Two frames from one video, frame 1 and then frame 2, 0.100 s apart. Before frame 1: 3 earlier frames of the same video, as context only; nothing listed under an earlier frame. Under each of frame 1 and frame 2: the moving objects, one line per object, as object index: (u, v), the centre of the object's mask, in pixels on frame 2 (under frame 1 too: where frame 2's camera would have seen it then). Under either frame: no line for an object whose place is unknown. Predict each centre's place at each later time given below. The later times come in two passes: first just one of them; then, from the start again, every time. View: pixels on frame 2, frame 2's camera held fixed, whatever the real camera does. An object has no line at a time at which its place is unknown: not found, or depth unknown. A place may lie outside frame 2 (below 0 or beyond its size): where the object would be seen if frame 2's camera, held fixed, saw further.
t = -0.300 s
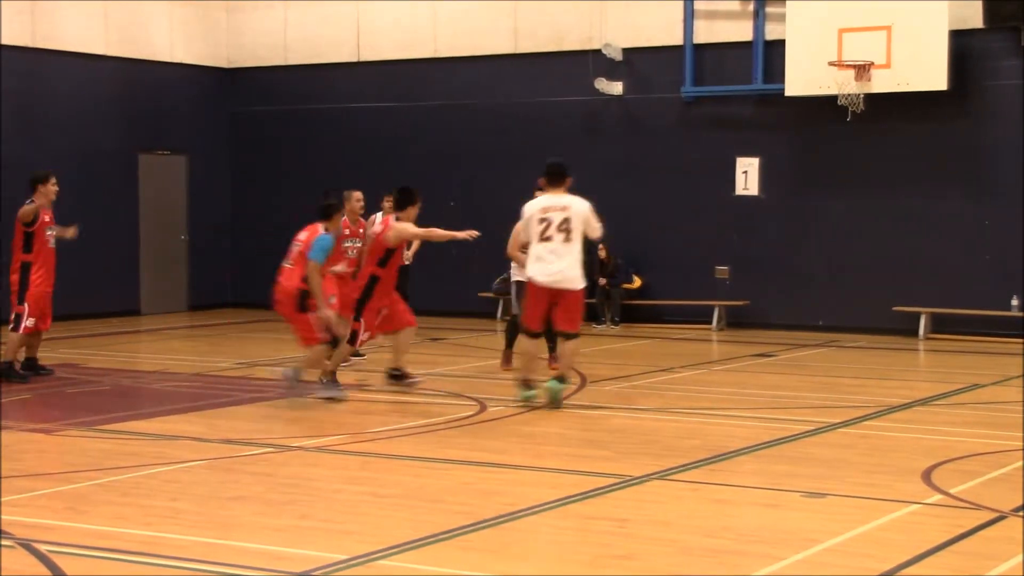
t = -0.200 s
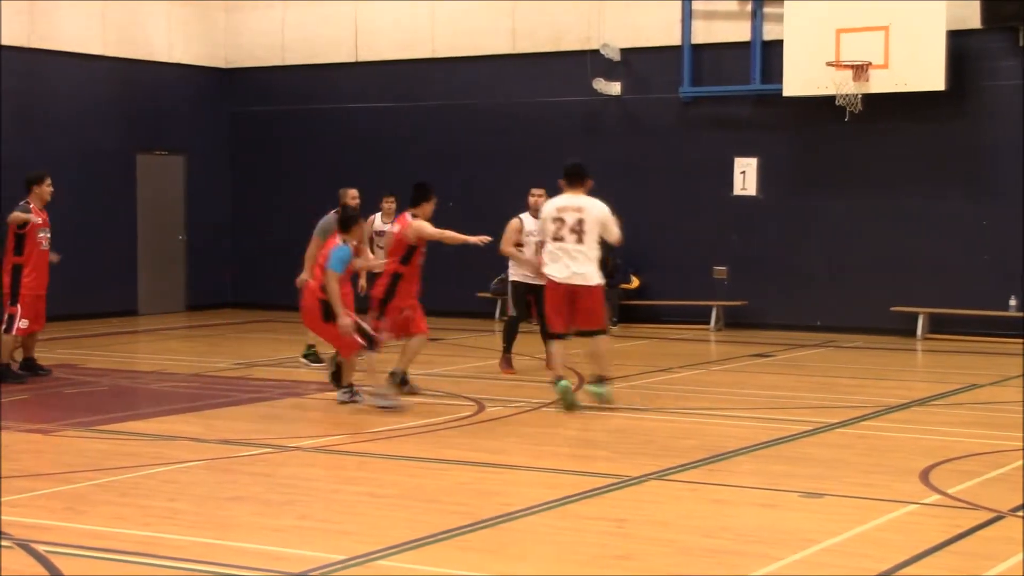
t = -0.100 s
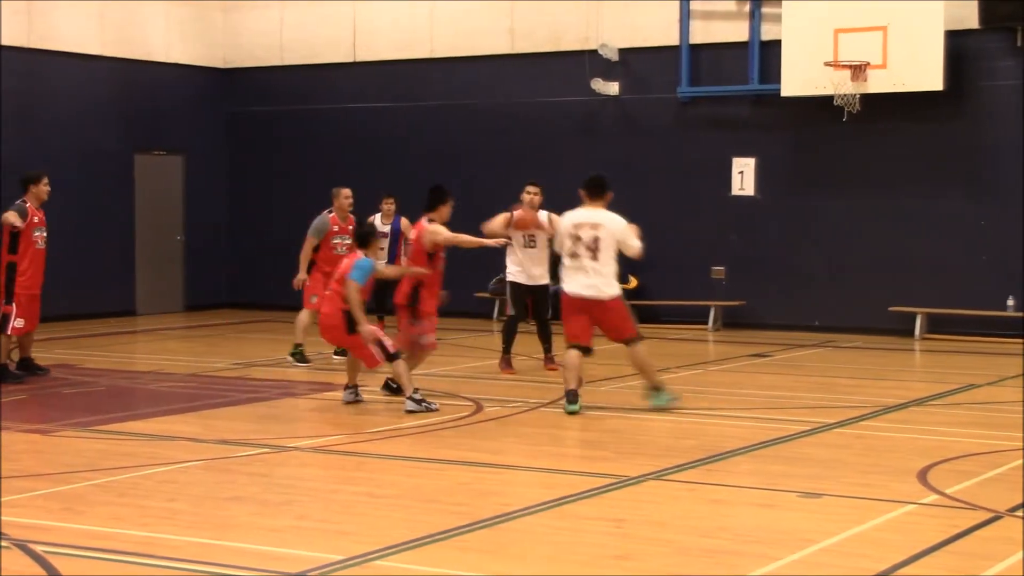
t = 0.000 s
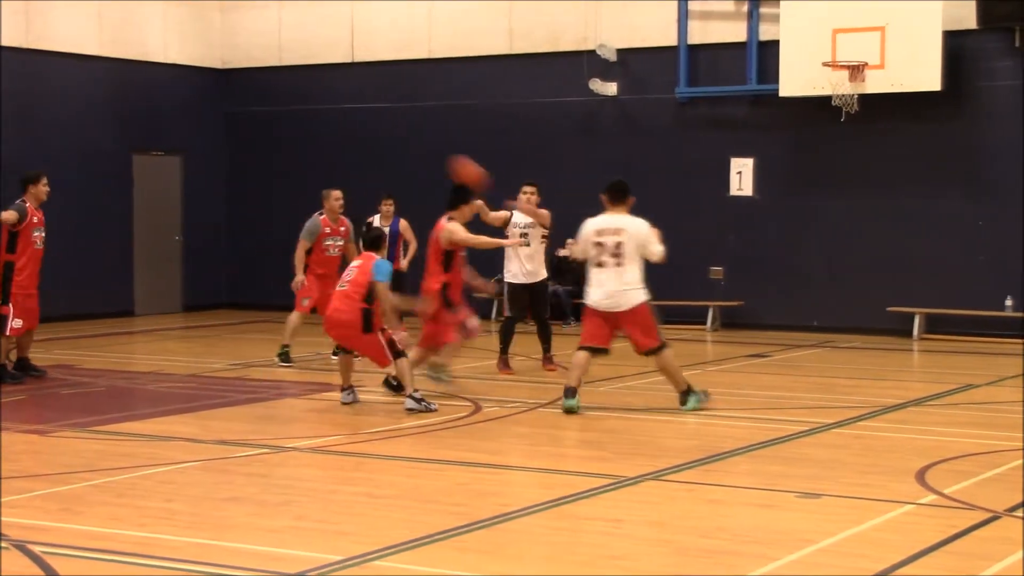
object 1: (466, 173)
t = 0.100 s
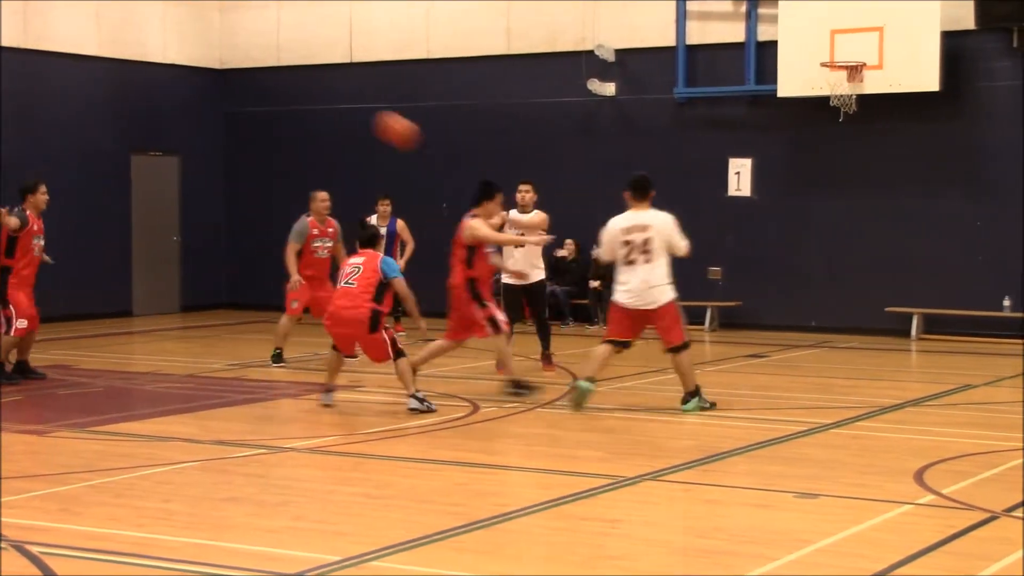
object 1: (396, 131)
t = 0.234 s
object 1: (290, 84)
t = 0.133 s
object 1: (372, 117)
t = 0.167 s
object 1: (346, 105)
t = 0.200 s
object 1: (318, 93)
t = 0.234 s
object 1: (290, 84)
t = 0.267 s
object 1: (262, 76)
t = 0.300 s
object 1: (230, 69)
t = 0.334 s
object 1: (199, 61)
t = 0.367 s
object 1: (164, 55)
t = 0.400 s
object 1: (131, 50)
